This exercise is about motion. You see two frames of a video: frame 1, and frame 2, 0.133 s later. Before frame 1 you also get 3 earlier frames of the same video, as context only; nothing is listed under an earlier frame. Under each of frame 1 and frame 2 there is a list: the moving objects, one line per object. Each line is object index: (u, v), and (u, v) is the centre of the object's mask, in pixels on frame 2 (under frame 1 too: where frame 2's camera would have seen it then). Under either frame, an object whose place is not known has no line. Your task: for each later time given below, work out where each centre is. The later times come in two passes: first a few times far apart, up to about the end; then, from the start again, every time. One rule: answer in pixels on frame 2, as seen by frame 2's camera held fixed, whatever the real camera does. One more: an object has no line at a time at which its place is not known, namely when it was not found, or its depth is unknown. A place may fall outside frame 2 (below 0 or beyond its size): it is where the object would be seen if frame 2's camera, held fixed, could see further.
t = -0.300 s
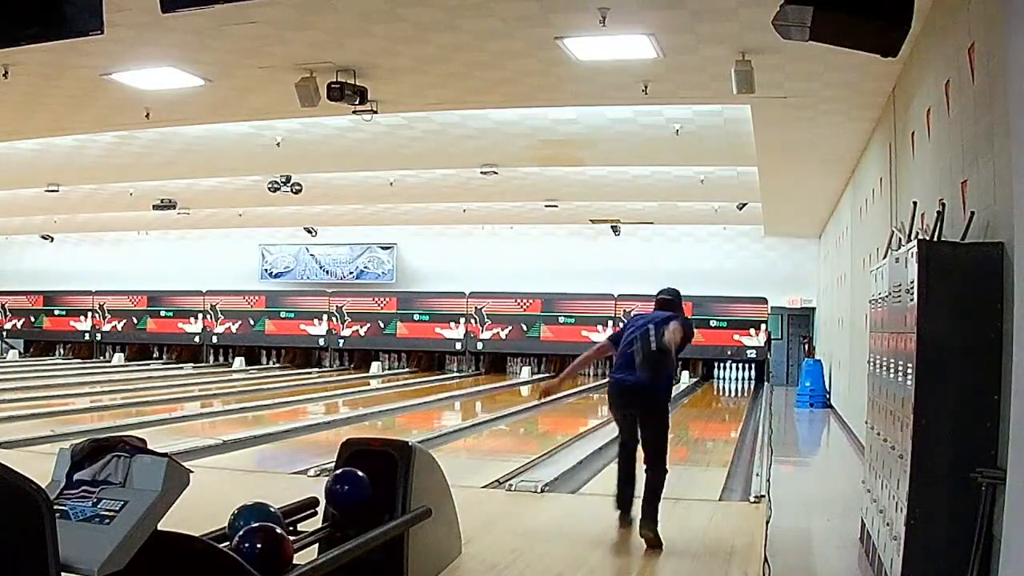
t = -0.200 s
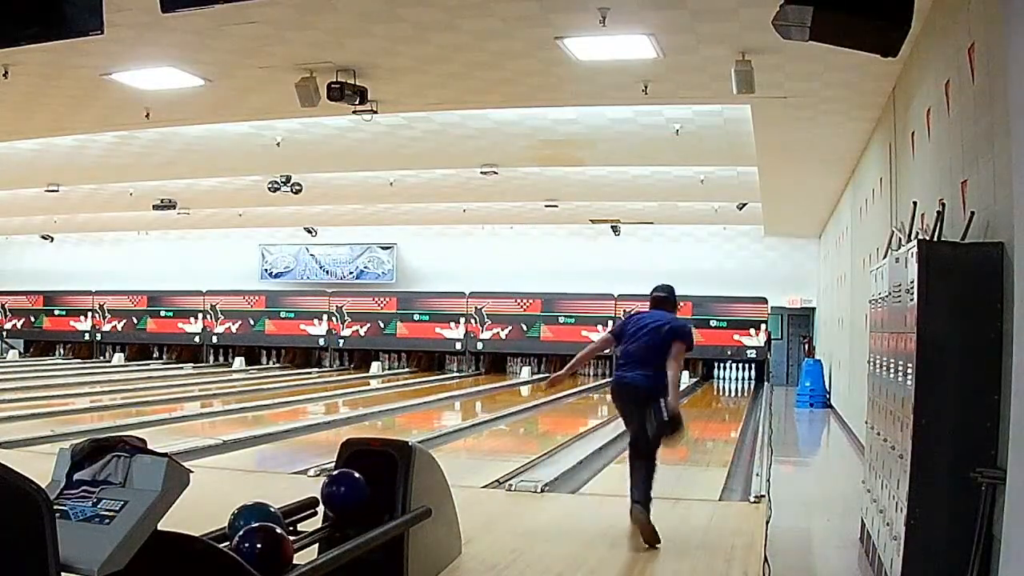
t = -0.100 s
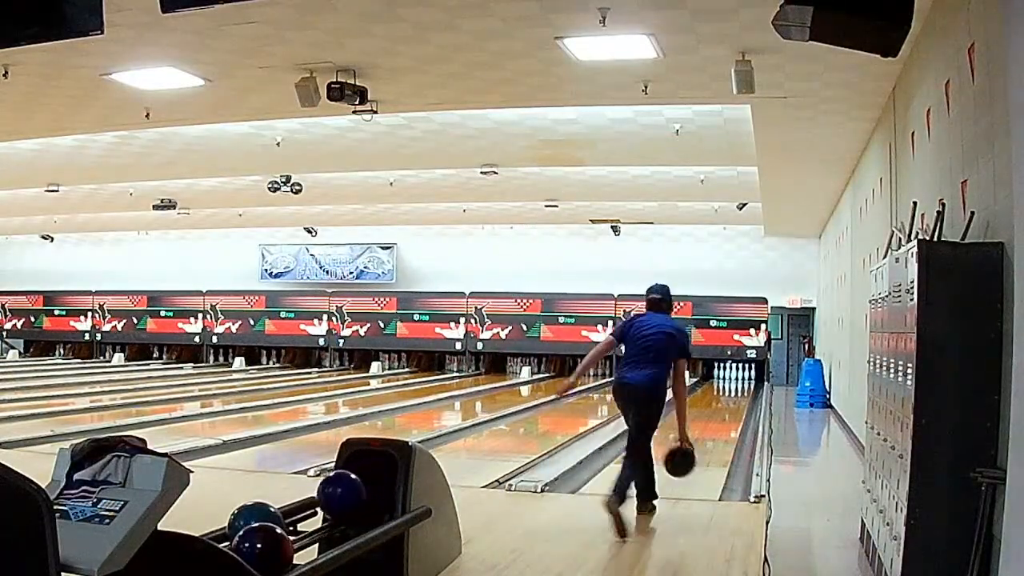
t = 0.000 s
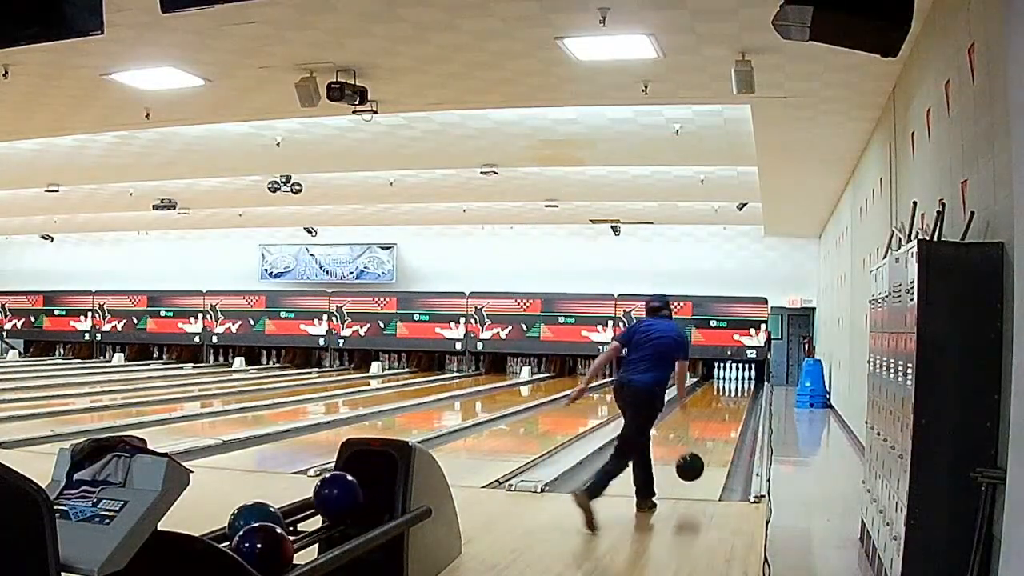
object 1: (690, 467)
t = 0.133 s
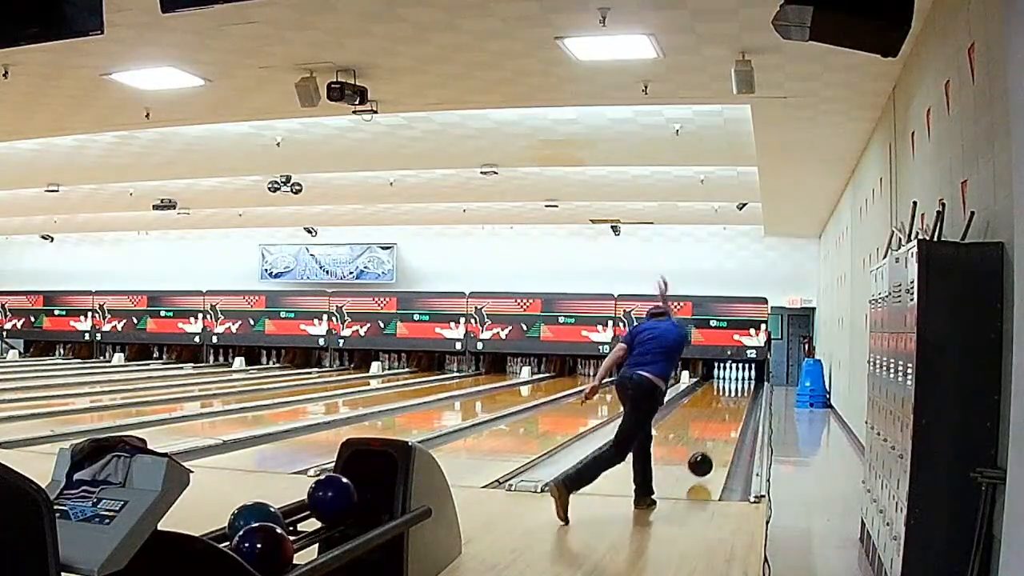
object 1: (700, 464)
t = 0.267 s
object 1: (708, 452)
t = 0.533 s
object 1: (720, 431)
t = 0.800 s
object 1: (728, 416)
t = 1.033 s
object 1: (732, 406)
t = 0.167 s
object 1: (702, 460)
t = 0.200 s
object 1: (704, 458)
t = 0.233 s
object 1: (706, 456)
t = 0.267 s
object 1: (708, 452)
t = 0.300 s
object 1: (710, 449)
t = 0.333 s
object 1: (712, 446)
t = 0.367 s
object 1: (714, 443)
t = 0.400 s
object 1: (715, 440)
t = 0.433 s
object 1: (717, 438)
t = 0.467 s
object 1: (718, 435)
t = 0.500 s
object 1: (719, 433)
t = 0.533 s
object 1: (720, 431)
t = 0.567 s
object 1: (721, 429)
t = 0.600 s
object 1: (722, 426)
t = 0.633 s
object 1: (723, 425)
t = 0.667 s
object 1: (725, 423)
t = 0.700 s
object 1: (725, 421)
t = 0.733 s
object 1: (726, 419)
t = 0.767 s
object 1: (727, 417)
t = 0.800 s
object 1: (728, 416)
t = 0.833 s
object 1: (729, 414)
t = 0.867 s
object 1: (729, 413)
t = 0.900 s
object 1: (730, 411)
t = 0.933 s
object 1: (730, 410)
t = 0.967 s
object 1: (731, 409)
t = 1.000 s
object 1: (731, 408)
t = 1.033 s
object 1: (732, 406)
